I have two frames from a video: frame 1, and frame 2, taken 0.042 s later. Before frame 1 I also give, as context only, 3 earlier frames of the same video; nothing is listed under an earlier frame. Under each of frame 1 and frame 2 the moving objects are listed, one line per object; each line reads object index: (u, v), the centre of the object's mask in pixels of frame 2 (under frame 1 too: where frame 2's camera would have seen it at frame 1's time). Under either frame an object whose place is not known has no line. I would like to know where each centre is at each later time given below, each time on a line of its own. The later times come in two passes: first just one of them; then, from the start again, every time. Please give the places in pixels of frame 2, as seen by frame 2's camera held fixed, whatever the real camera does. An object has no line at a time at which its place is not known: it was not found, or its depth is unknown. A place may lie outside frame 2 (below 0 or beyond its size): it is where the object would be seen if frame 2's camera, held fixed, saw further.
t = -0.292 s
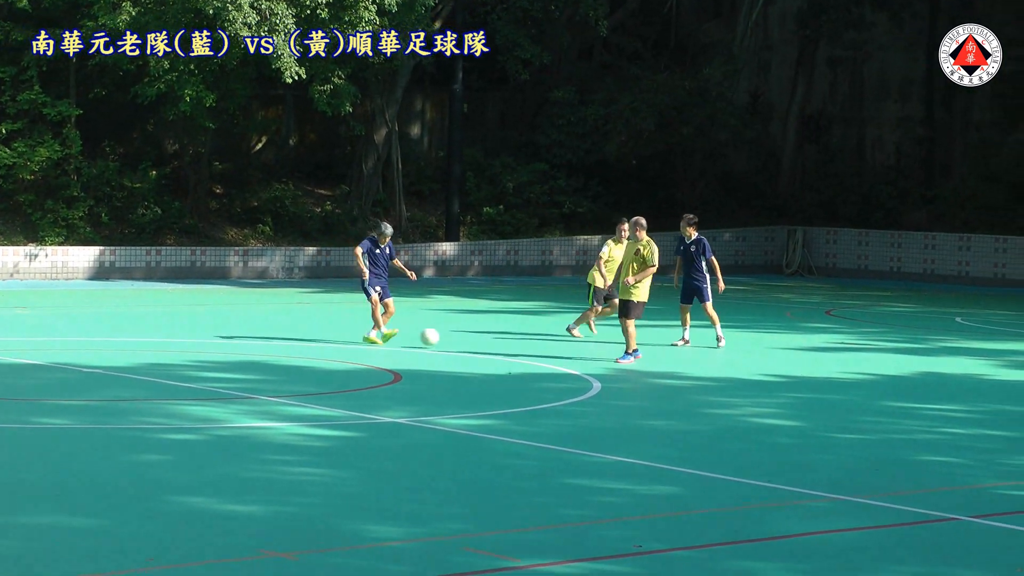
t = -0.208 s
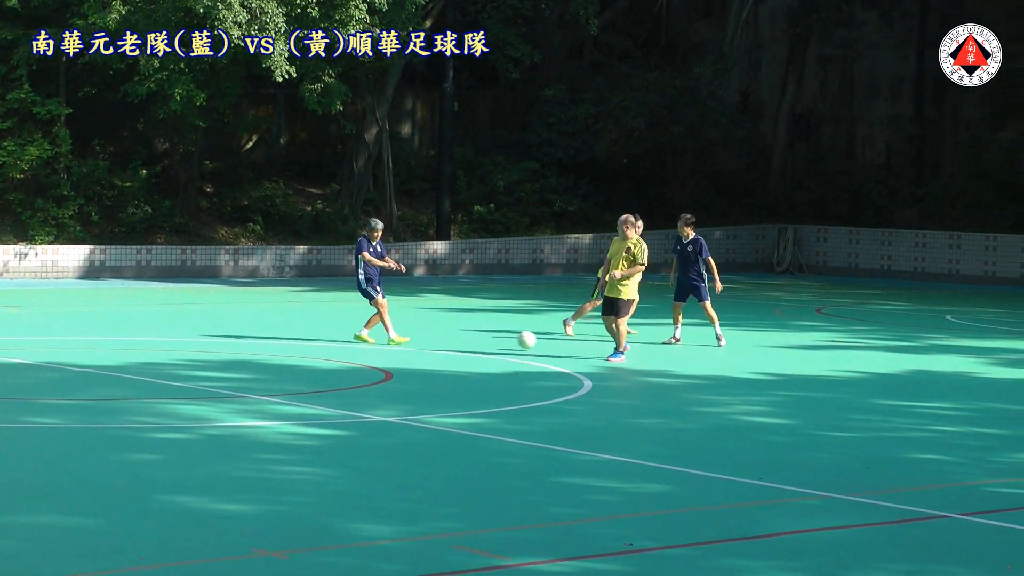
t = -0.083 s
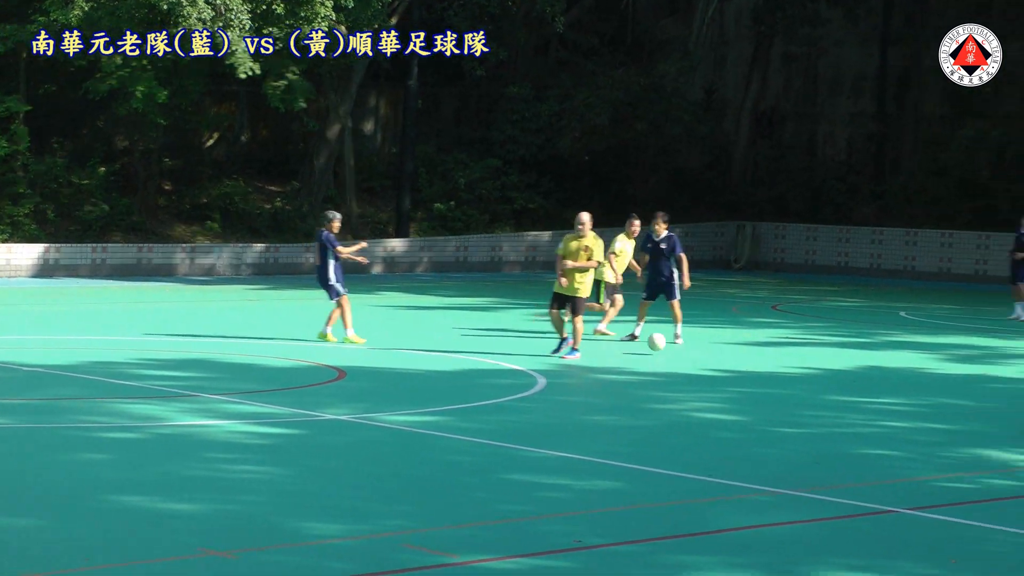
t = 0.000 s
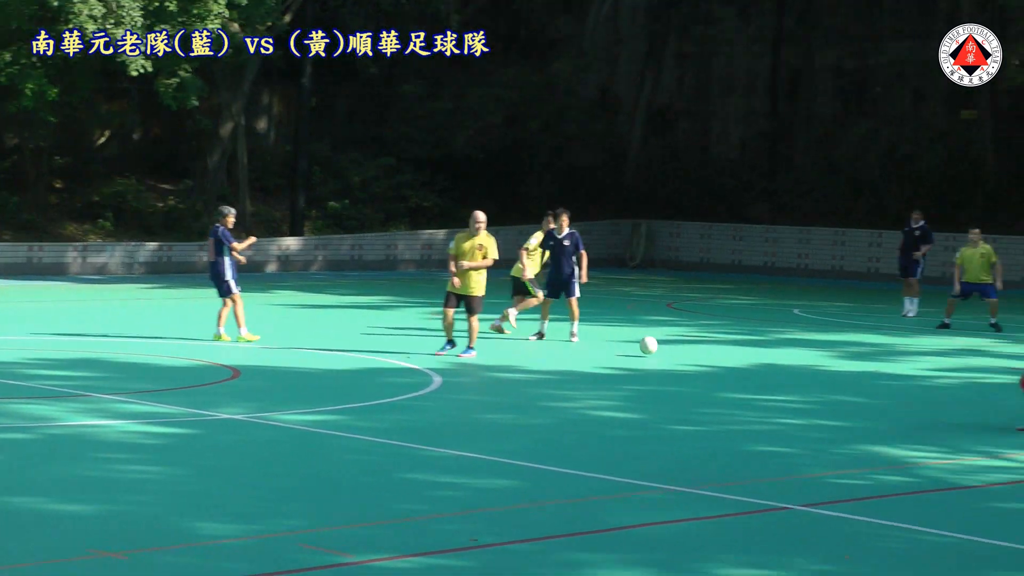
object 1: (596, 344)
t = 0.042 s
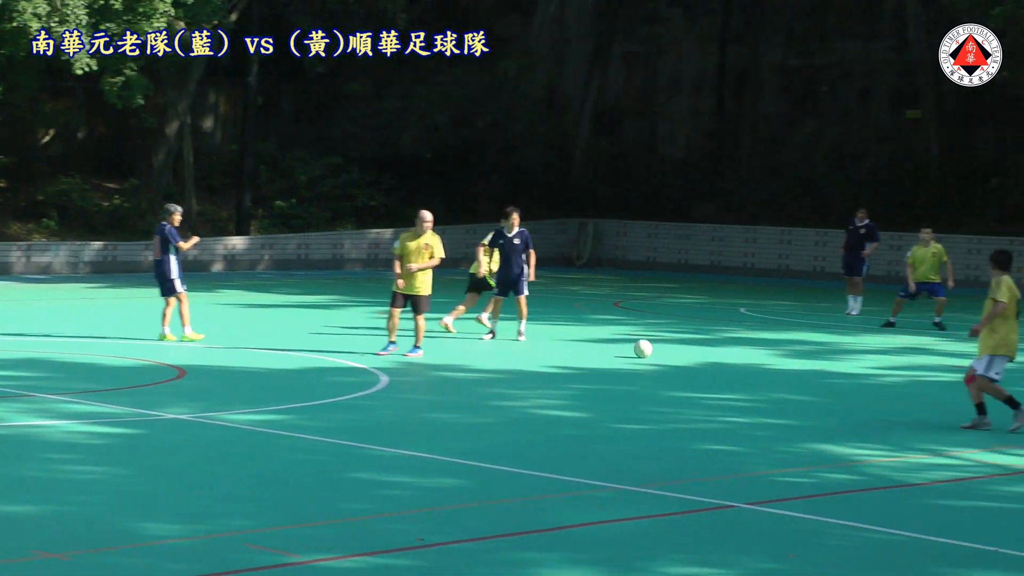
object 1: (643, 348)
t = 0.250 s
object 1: (847, 356)
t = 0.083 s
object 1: (684, 348)
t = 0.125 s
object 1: (726, 348)
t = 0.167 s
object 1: (766, 350)
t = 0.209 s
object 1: (808, 353)
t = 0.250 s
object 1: (847, 356)
